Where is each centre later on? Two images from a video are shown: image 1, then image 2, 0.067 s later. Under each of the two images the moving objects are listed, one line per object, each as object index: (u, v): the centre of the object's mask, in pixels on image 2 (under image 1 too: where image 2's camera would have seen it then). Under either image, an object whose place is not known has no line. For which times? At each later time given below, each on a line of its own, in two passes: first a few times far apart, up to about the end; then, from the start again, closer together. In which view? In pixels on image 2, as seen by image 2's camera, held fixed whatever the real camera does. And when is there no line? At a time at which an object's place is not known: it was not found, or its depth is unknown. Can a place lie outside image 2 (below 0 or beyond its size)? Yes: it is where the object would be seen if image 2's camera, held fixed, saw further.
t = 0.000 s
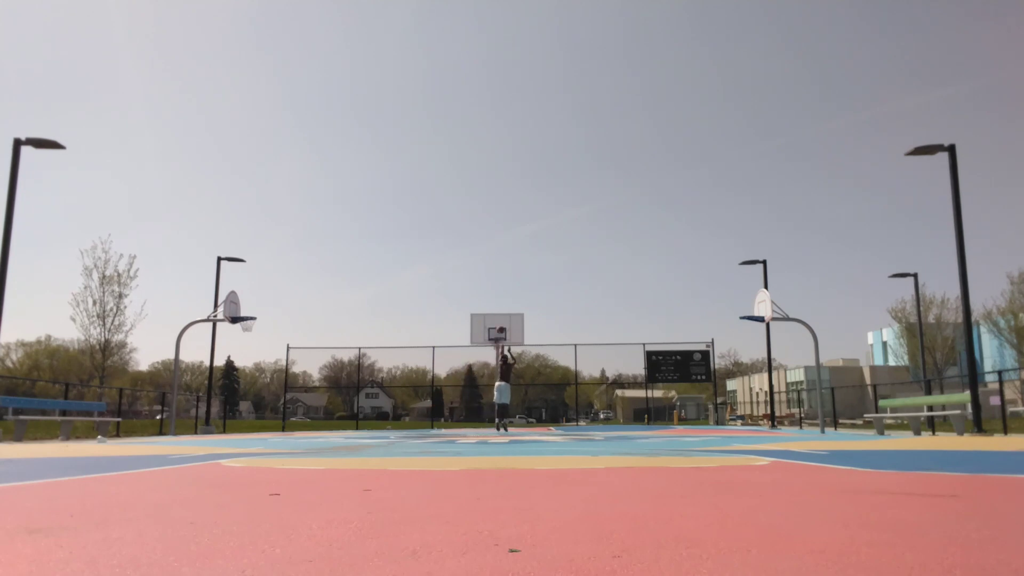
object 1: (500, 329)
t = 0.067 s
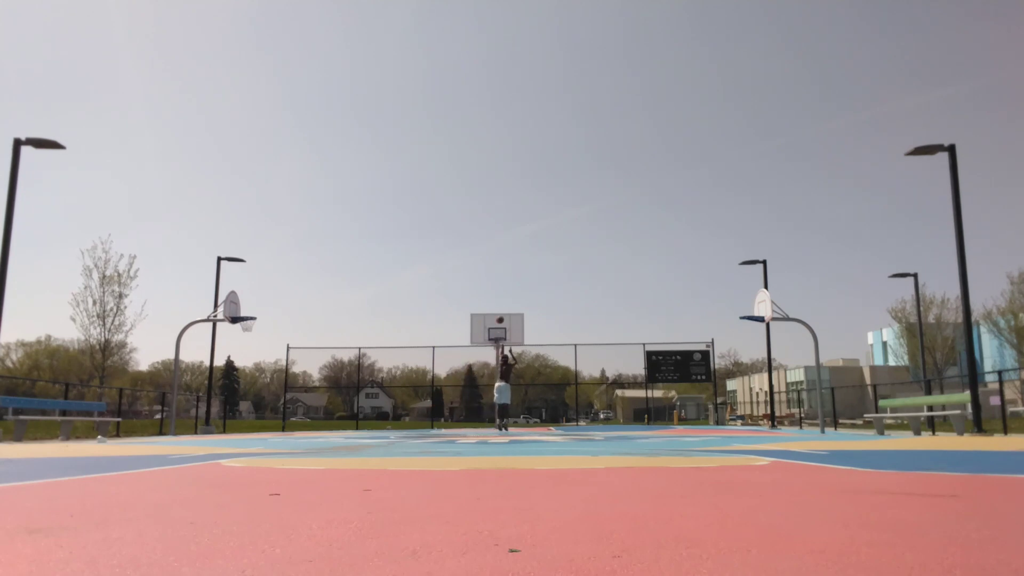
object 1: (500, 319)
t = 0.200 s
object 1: (499, 301)
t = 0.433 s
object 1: (496, 293)
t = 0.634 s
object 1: (495, 300)
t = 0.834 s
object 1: (493, 318)
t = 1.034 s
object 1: (493, 331)
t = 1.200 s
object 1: (497, 326)
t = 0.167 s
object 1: (499, 304)
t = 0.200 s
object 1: (499, 301)
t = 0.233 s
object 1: (498, 299)
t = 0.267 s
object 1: (498, 297)
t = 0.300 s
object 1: (498, 296)
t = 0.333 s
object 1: (497, 294)
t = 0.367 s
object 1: (496, 292)
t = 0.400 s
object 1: (496, 292)
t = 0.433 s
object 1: (496, 293)
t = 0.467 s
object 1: (496, 293)
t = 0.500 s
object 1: (496, 294)
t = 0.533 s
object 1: (495, 295)
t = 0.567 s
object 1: (495, 296)
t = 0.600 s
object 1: (495, 298)
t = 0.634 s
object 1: (495, 300)
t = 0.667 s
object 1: (495, 302)
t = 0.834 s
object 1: (493, 318)
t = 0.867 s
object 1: (493, 322)
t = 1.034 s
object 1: (493, 331)
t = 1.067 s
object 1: (494, 330)
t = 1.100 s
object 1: (495, 329)
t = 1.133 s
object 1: (495, 328)
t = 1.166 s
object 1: (497, 326)
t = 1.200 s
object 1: (497, 326)
